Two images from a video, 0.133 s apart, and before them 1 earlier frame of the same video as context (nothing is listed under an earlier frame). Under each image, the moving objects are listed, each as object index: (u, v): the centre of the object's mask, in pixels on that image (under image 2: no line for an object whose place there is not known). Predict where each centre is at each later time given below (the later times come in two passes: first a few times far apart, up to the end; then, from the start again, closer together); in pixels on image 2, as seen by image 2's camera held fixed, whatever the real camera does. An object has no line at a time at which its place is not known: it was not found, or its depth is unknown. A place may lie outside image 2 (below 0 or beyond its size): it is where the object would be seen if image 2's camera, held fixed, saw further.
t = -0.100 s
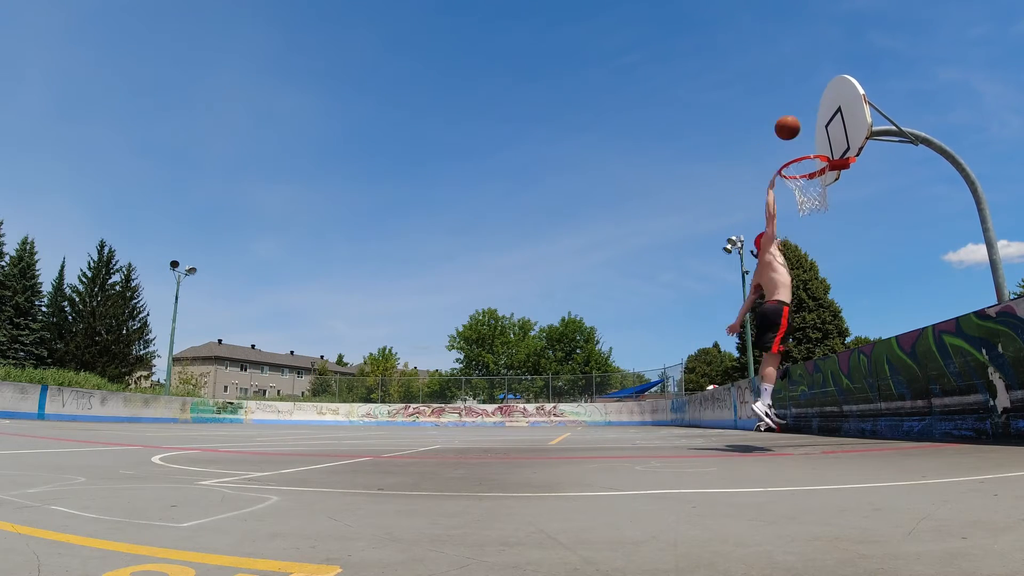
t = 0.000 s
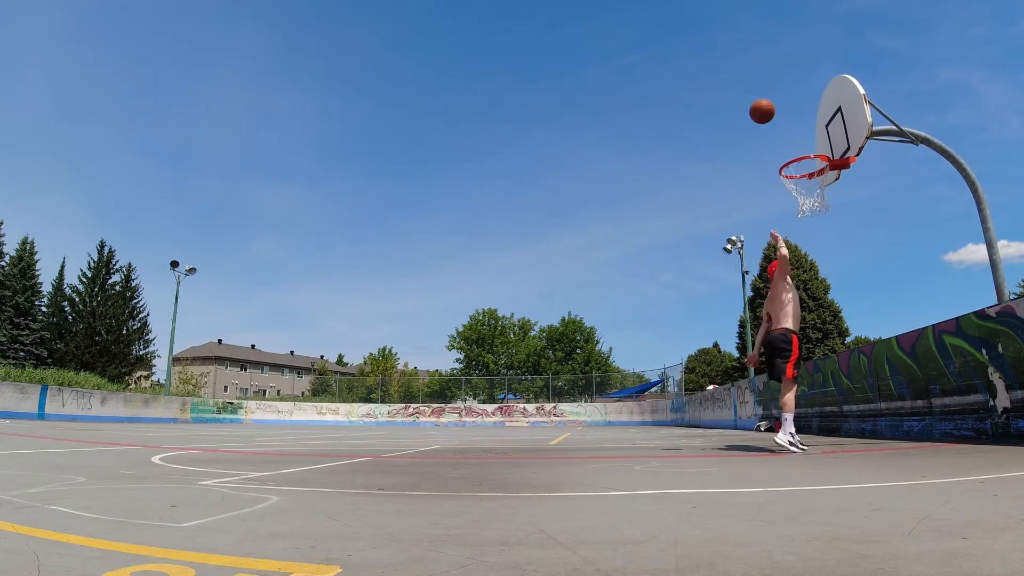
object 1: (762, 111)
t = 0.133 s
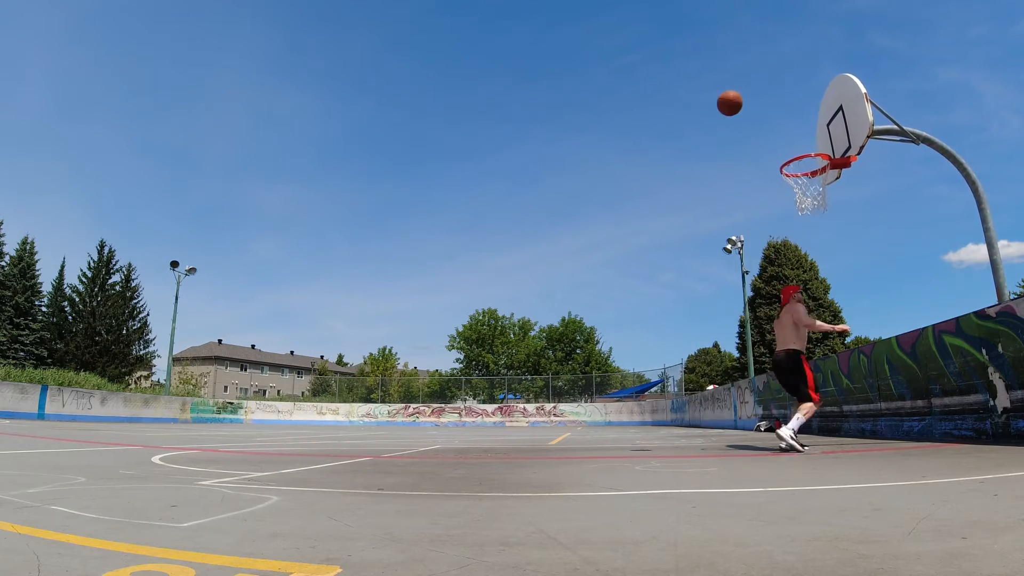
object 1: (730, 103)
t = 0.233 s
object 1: (706, 108)
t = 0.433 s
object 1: (659, 147)
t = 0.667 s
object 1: (601, 253)
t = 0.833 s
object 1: (556, 379)
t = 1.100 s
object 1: (505, 324)
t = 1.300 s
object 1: (478, 237)
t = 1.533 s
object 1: (447, 198)
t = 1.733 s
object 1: (419, 216)
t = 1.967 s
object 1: (383, 304)
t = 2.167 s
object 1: (349, 449)
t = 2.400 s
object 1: (320, 327)
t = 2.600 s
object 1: (296, 271)
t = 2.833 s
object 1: (266, 271)
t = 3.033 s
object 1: (232, 329)
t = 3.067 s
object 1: (226, 344)
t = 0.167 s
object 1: (722, 103)
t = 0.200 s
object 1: (714, 105)
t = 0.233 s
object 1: (706, 108)
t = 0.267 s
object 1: (698, 111)
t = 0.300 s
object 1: (690, 116)
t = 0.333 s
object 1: (682, 122)
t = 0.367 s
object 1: (675, 129)
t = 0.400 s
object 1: (667, 137)
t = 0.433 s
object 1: (659, 147)
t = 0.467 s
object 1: (651, 158)
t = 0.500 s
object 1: (643, 170)
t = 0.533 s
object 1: (635, 184)
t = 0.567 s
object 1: (626, 199)
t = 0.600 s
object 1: (618, 215)
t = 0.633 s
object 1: (610, 233)
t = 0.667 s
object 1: (601, 253)
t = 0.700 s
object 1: (593, 275)
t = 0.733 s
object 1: (584, 298)
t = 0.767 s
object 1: (575, 323)
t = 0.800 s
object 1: (565, 351)
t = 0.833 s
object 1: (556, 379)
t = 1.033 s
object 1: (515, 364)
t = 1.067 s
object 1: (510, 343)
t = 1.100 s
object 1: (505, 324)
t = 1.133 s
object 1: (501, 305)
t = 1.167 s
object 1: (496, 289)
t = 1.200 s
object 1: (491, 274)
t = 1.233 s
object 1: (487, 260)
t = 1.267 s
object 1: (482, 248)
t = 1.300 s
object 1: (478, 237)
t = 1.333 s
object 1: (474, 227)
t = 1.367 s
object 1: (469, 219)
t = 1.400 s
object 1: (465, 212)
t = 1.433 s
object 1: (461, 207)
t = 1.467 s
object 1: (456, 203)
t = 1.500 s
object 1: (452, 200)
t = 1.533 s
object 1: (447, 198)
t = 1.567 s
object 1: (443, 198)
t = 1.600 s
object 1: (438, 199)
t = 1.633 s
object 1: (433, 201)
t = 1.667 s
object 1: (429, 204)
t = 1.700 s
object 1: (424, 210)
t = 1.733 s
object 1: (419, 216)
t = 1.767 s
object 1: (414, 224)
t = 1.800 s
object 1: (409, 233)
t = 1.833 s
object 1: (404, 244)
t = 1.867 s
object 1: (399, 257)
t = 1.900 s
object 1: (394, 271)
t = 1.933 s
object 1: (389, 286)
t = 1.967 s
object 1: (383, 304)
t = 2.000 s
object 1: (378, 323)
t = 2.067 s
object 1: (367, 367)
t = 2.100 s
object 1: (360, 392)
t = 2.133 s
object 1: (355, 420)
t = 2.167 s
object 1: (349, 449)
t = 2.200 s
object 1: (344, 441)
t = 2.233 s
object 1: (340, 418)
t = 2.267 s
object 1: (336, 396)
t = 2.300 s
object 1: (332, 376)
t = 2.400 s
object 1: (320, 327)
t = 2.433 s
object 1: (316, 313)
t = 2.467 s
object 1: (312, 302)
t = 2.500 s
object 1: (308, 292)
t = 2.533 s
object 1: (304, 283)
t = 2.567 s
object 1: (300, 276)
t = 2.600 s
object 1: (296, 271)
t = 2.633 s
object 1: (291, 267)
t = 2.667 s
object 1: (287, 264)
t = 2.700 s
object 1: (283, 263)
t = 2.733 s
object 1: (278, 264)
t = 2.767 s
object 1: (273, 265)
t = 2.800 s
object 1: (268, 269)
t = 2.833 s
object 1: (266, 271)
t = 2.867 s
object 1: (260, 277)
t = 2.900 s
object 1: (255, 284)
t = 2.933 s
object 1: (250, 293)
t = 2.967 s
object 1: (244, 303)
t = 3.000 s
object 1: (238, 315)
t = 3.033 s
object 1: (232, 329)
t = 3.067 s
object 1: (226, 344)
